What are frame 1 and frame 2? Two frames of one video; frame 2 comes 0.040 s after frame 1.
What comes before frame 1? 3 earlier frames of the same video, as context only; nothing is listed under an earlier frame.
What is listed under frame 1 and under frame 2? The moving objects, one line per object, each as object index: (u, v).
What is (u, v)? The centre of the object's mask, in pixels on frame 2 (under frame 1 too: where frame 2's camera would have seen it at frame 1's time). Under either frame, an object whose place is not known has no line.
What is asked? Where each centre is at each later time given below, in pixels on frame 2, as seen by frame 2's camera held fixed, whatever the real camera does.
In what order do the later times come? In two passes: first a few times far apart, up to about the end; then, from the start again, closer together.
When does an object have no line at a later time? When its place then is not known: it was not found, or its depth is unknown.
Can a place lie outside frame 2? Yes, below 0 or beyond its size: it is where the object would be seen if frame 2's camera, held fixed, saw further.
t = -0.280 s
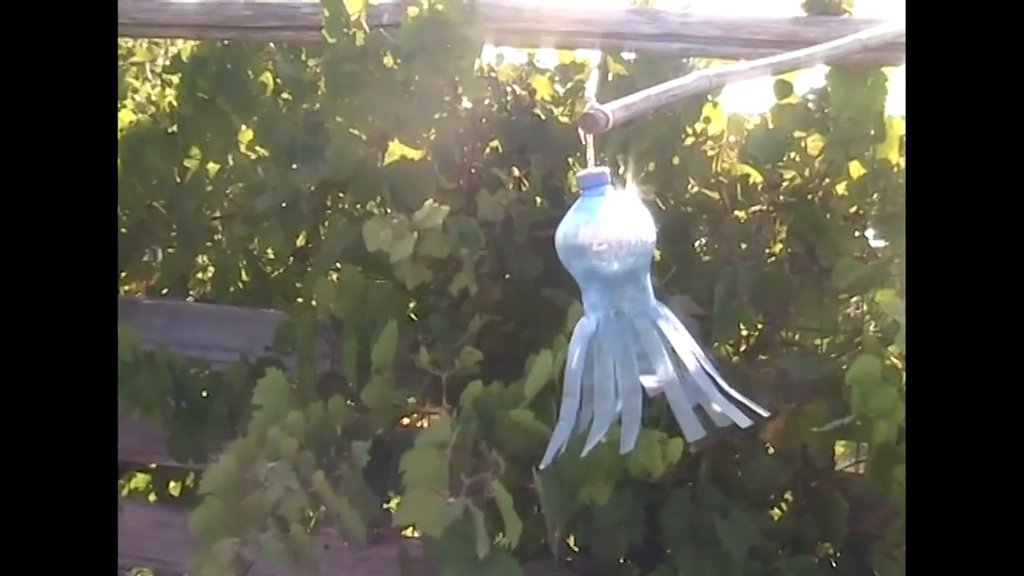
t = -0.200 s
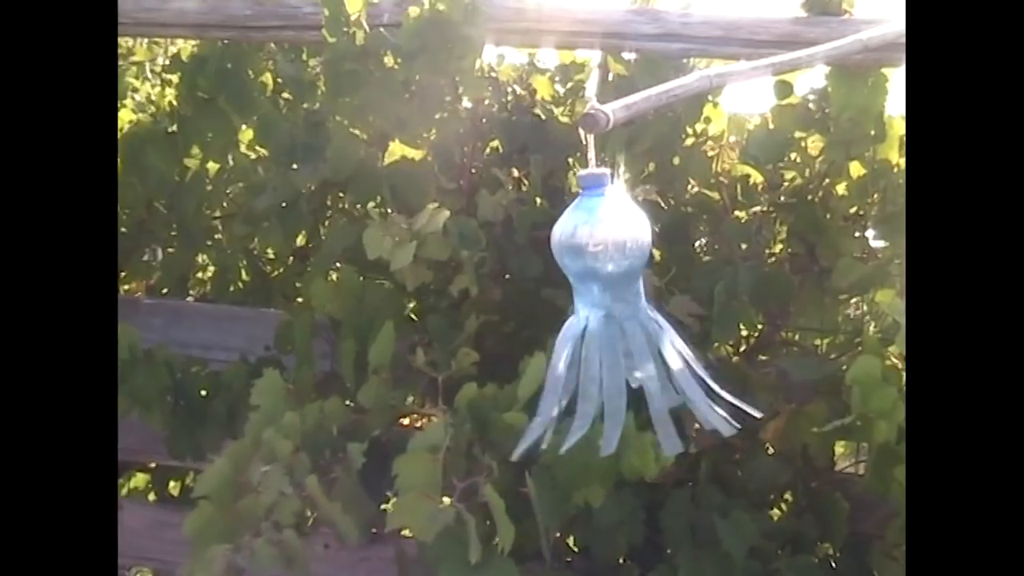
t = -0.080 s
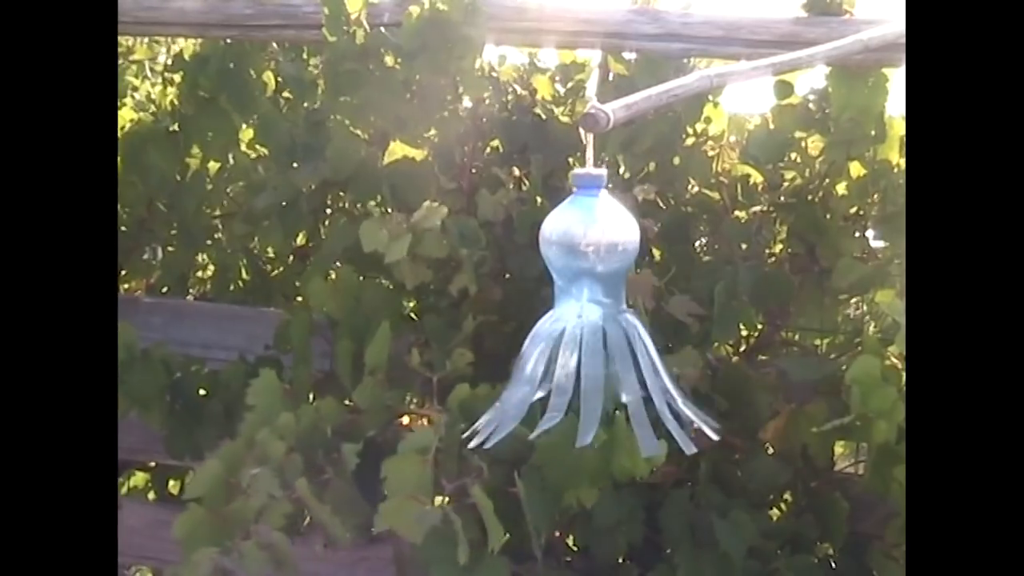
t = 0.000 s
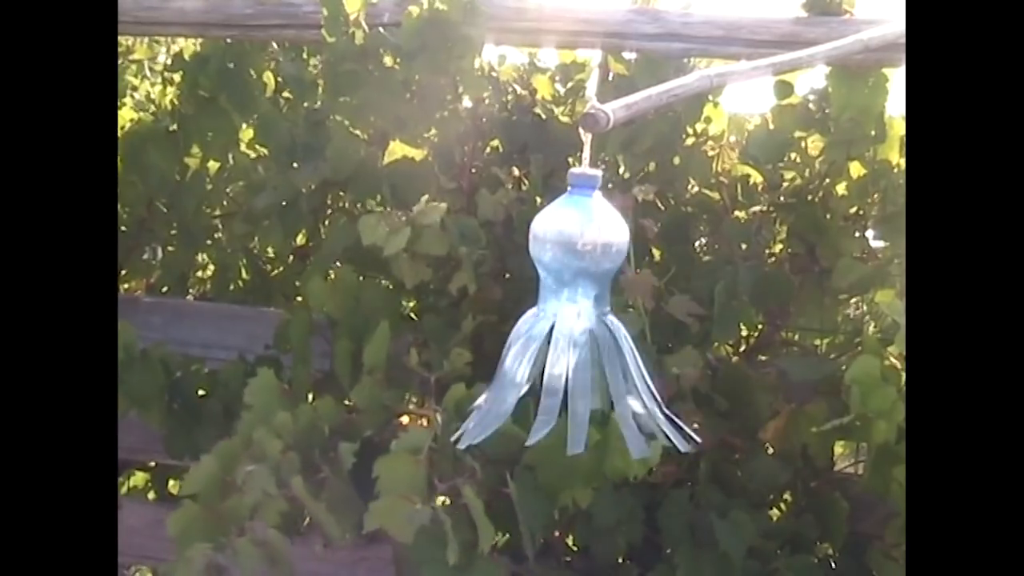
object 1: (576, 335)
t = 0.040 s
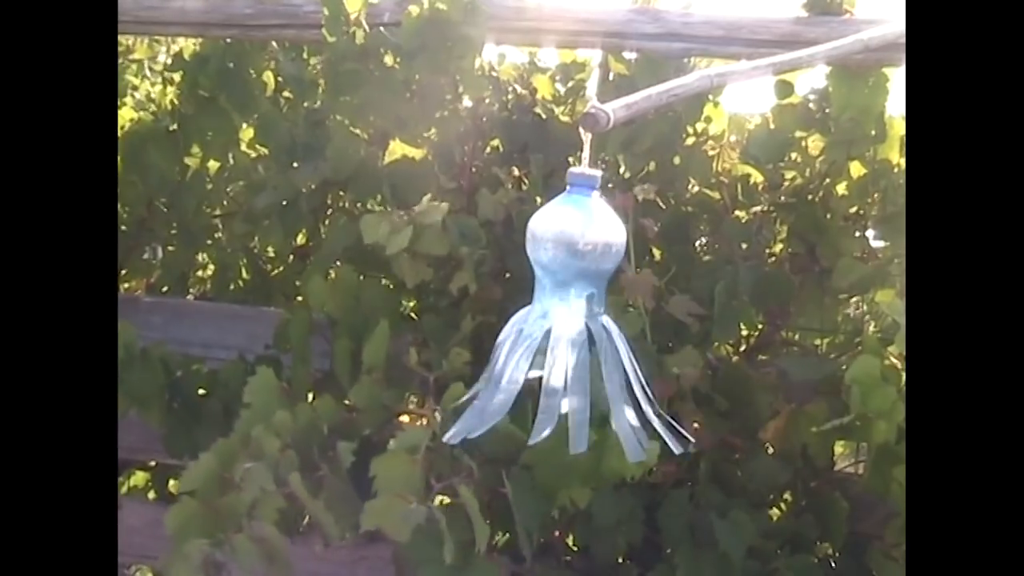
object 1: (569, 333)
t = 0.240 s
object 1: (560, 346)
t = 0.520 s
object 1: (632, 342)
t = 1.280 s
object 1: (594, 342)
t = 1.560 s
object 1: (667, 329)
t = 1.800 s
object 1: (675, 324)
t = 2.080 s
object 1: (632, 330)
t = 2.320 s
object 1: (598, 329)
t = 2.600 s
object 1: (595, 333)
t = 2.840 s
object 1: (639, 330)
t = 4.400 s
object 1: (671, 327)
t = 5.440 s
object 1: (605, 338)
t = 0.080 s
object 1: (565, 335)
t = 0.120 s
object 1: (559, 334)
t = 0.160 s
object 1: (555, 337)
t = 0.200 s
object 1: (554, 337)
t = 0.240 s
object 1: (560, 346)
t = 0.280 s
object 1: (571, 346)
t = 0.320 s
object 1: (578, 345)
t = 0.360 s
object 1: (590, 347)
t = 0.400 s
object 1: (603, 346)
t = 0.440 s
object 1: (615, 347)
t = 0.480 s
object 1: (624, 345)
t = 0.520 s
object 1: (632, 342)
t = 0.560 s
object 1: (638, 340)
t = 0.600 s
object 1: (639, 337)
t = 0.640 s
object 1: (636, 336)
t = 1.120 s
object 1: (571, 337)
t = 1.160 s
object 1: (571, 336)
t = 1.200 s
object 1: (576, 339)
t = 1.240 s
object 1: (582, 339)
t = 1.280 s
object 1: (594, 342)
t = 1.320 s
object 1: (607, 342)
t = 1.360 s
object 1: (623, 342)
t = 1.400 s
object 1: (633, 337)
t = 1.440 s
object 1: (645, 334)
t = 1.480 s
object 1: (654, 332)
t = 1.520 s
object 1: (662, 330)
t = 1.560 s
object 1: (667, 329)
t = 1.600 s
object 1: (670, 330)
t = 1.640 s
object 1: (674, 330)
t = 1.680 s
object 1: (678, 330)
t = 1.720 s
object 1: (678, 329)
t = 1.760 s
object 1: (676, 328)
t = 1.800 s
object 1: (675, 324)
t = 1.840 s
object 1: (671, 331)
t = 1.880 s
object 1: (665, 335)
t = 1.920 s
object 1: (659, 335)
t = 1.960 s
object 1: (651, 332)
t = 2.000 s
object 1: (645, 330)
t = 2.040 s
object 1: (640, 330)
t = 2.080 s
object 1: (632, 330)
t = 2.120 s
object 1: (625, 332)
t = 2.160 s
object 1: (623, 335)
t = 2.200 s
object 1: (614, 333)
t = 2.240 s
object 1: (610, 330)
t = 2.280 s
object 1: (602, 329)
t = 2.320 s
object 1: (598, 329)
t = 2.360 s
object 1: (596, 329)
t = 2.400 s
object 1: (592, 330)
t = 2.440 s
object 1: (590, 331)
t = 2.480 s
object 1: (589, 329)
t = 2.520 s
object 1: (588, 329)
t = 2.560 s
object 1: (591, 329)
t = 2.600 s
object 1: (595, 333)
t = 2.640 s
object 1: (603, 337)
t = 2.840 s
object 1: (639, 330)
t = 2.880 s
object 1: (641, 329)
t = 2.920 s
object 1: (639, 331)
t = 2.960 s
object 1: (635, 330)
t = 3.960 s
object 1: (604, 338)
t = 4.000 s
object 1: (605, 339)
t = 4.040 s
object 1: (602, 341)
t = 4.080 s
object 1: (604, 342)
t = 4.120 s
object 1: (610, 343)
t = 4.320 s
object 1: (653, 335)
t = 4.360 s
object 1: (662, 333)
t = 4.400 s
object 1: (671, 327)
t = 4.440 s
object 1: (677, 326)
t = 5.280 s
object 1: (636, 333)
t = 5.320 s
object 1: (626, 332)
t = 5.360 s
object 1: (618, 332)
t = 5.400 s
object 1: (609, 335)
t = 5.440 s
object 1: (605, 338)
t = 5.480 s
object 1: (601, 340)
